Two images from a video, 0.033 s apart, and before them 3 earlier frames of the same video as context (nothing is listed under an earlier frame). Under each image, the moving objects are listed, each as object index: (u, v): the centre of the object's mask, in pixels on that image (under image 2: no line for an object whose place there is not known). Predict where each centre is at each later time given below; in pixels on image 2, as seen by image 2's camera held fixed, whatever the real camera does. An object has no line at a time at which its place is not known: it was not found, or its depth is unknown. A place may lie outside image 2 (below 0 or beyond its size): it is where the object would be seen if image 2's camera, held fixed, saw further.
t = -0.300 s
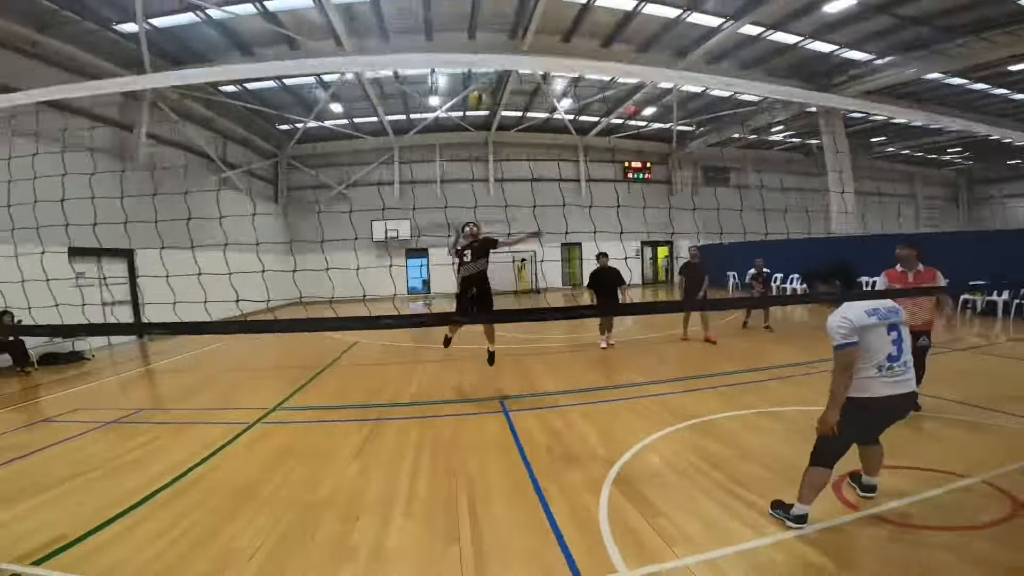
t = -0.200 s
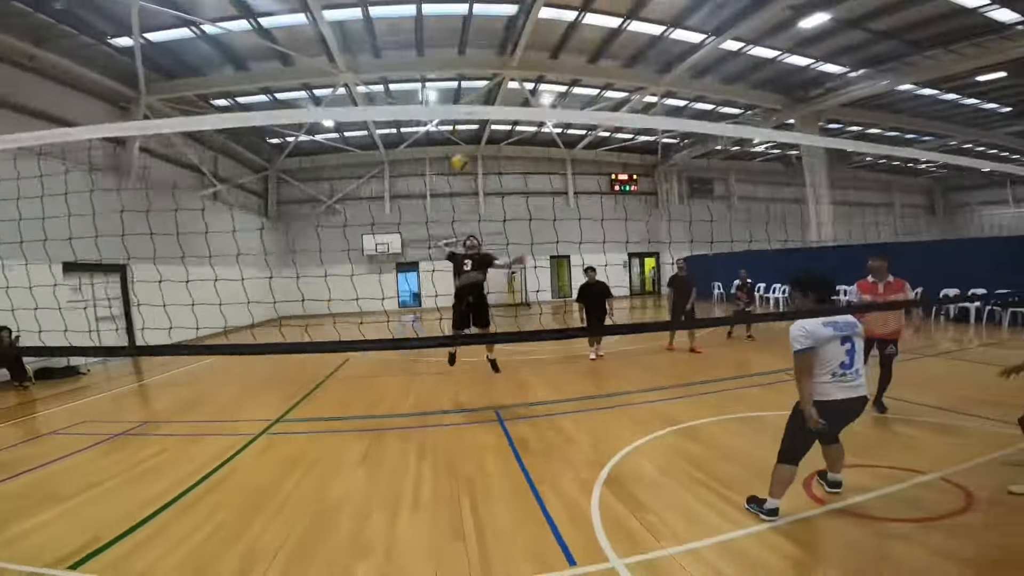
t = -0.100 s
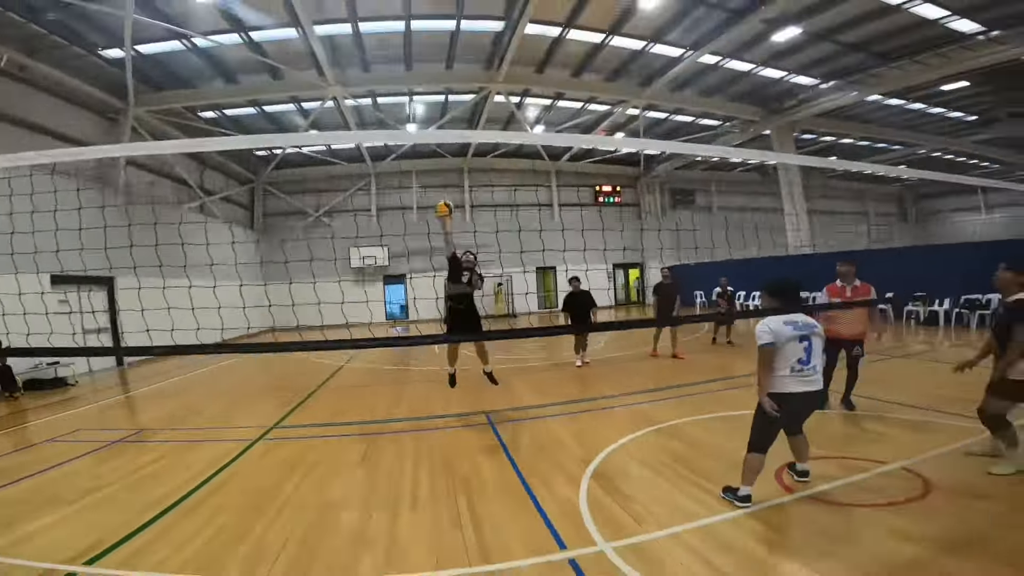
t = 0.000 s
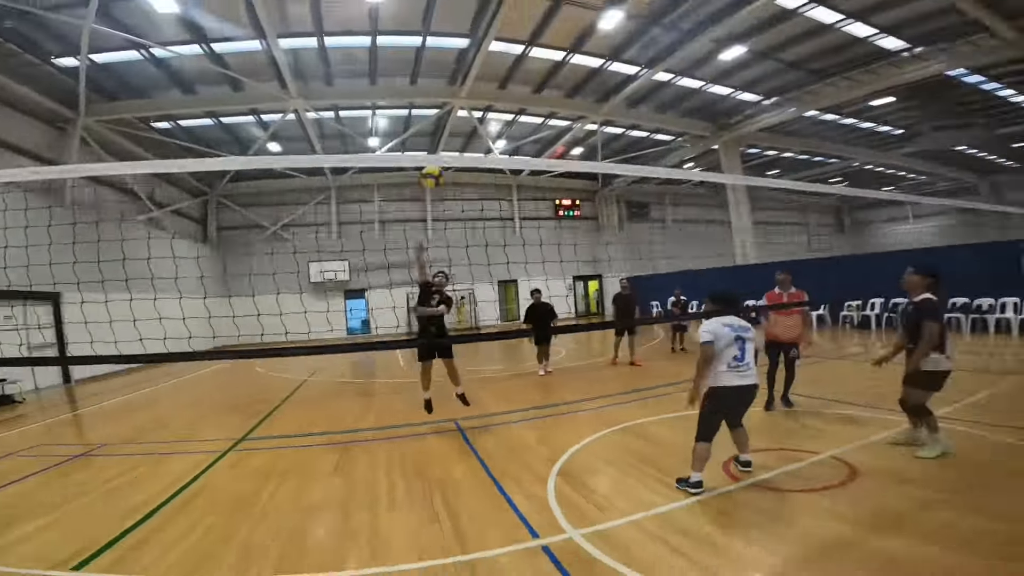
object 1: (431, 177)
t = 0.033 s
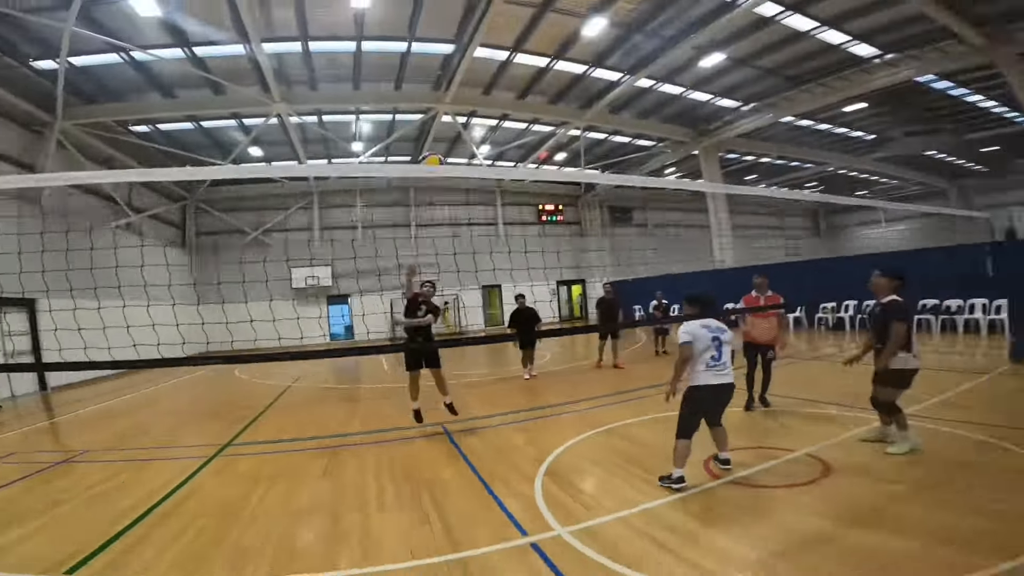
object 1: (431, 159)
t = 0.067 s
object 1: (449, 145)
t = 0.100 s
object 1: (471, 122)
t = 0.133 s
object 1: (503, 95)
